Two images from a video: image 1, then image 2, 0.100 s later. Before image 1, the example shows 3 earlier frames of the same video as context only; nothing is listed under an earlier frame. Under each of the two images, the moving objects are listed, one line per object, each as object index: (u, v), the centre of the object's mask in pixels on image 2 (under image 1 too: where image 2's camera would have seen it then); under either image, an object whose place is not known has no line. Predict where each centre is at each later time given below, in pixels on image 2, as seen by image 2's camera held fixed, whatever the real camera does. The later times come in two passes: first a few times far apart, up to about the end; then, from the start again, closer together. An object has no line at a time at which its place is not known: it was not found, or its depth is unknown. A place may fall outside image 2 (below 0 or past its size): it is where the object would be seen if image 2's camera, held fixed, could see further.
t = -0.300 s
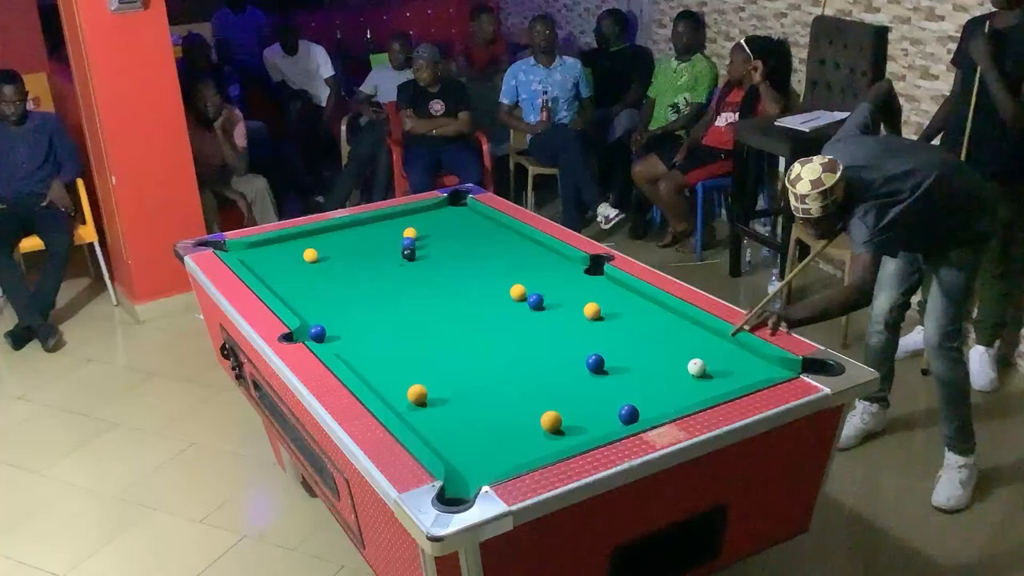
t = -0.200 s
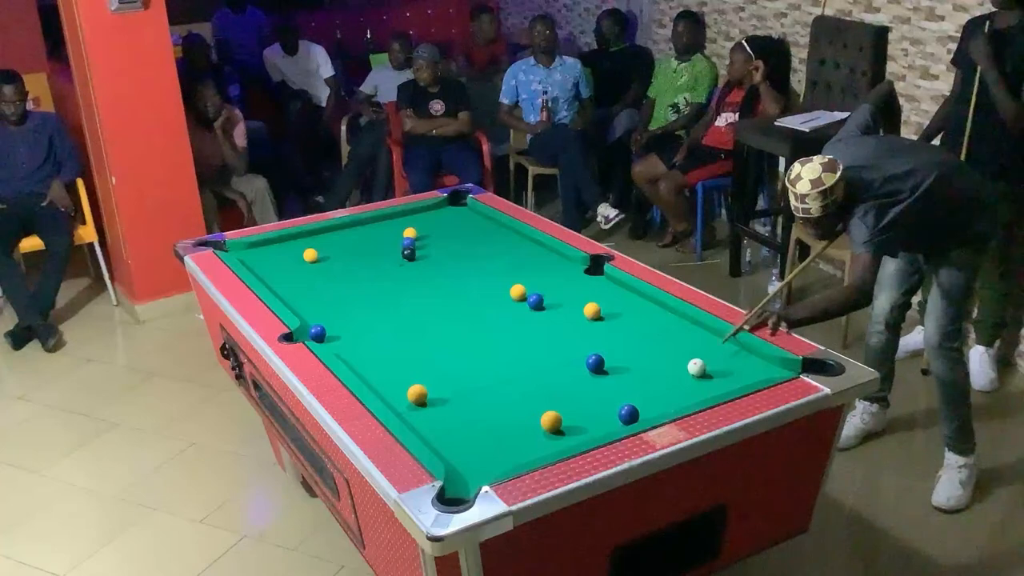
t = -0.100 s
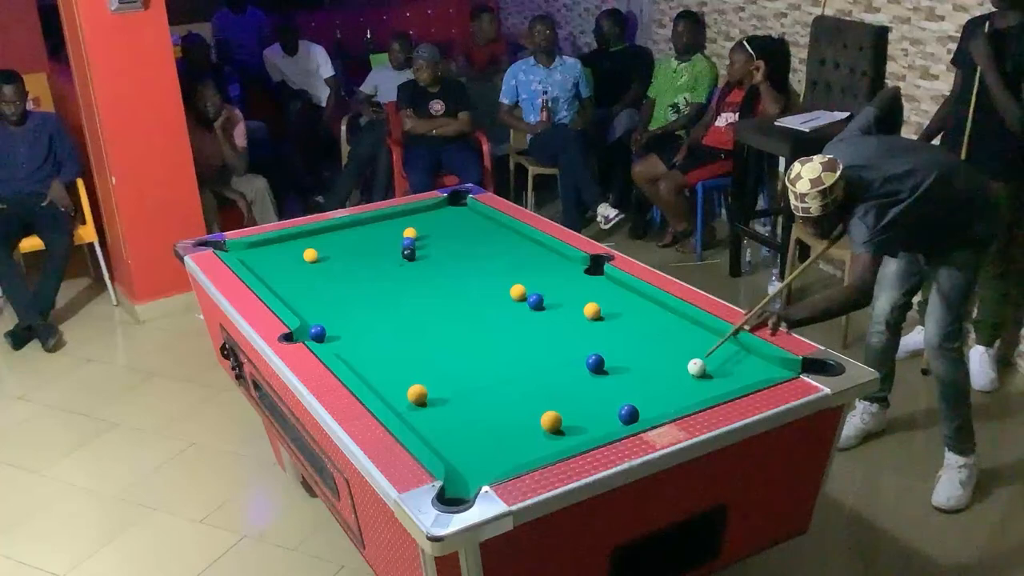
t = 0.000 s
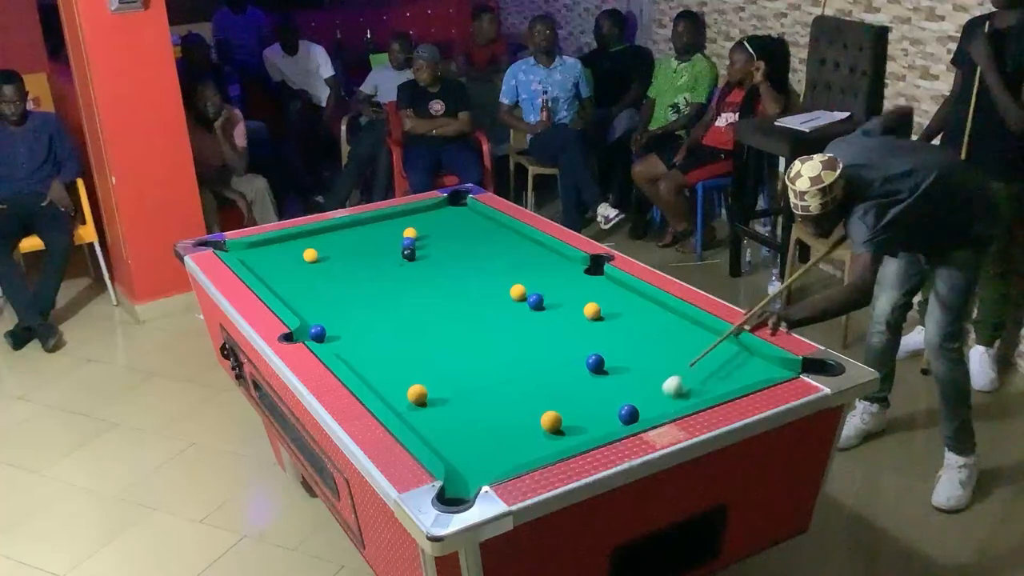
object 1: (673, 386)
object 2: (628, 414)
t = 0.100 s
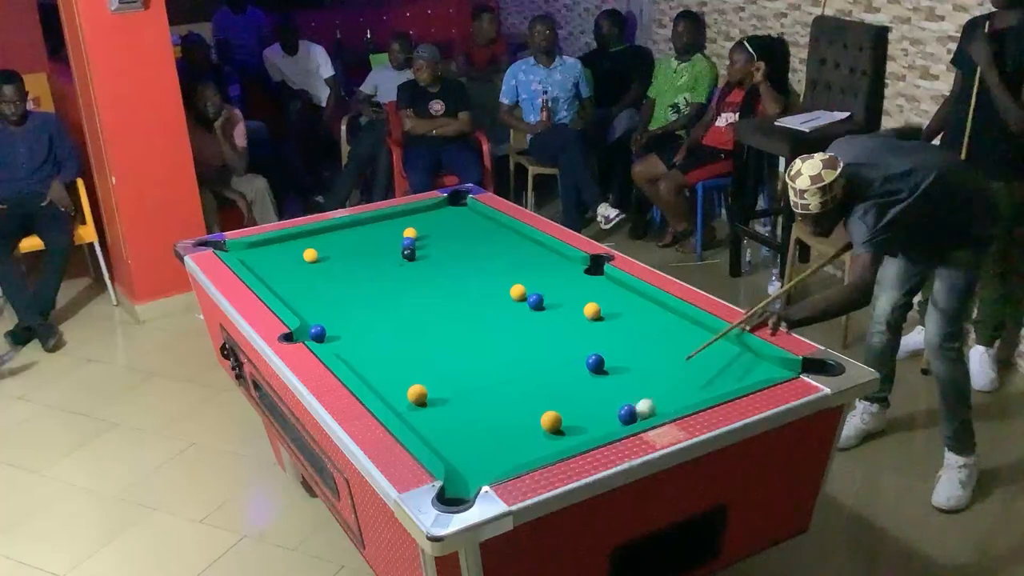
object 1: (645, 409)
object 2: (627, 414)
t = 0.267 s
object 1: (643, 409)
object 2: (573, 435)
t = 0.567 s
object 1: (609, 404)
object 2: (489, 469)
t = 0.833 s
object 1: (581, 399)
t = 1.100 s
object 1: (556, 396)
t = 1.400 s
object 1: (530, 391)
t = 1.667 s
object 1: (509, 389)
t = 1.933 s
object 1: (491, 386)
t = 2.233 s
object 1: (473, 383)
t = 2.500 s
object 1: (460, 381)
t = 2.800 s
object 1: (449, 378)
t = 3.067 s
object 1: (441, 377)
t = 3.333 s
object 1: (436, 376)
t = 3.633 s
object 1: (432, 374)
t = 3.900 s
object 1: (431, 374)
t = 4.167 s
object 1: (431, 374)
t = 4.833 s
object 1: (431, 375)
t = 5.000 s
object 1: (431, 375)
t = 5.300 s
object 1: (431, 375)
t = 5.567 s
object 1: (431, 375)
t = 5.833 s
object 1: (431, 375)
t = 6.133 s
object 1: (431, 375)
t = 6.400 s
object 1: (431, 375)
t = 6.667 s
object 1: (431, 375)
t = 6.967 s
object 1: (431, 375)
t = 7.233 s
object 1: (431, 375)
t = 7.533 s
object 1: (431, 375)
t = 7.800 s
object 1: (431, 375)
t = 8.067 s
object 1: (431, 375)
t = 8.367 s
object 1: (431, 375)
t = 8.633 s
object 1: (431, 375)
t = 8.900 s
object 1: (431, 375)
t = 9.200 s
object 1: (431, 375)
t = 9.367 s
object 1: (431, 375)
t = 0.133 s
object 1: (648, 410)
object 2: (616, 420)
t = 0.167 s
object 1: (651, 412)
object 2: (604, 424)
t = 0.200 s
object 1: (649, 411)
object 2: (593, 428)
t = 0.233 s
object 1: (646, 410)
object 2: (583, 432)
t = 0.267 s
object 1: (643, 409)
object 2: (573, 435)
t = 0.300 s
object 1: (639, 410)
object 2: (565, 438)
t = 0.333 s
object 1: (636, 410)
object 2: (555, 442)
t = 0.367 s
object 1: (631, 408)
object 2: (546, 445)
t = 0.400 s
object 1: (627, 407)
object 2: (536, 449)
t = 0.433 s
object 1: (624, 407)
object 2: (526, 452)
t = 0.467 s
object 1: (620, 406)
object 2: (517, 456)
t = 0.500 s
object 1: (616, 406)
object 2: (507, 460)
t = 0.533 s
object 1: (612, 405)
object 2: (498, 464)
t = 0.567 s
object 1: (609, 404)
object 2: (489, 469)
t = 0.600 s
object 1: (605, 404)
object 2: (480, 473)
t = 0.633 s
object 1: (602, 403)
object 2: (470, 477)
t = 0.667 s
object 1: (598, 402)
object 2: (460, 478)
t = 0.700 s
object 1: (594, 402)
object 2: (458, 483)
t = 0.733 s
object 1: (591, 401)
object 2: (461, 486)
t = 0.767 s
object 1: (588, 401)
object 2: (463, 492)
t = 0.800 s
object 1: (585, 400)
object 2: (465, 499)
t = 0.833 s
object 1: (581, 399)
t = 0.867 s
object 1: (578, 399)
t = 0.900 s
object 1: (575, 399)
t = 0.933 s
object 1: (572, 398)
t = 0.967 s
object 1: (568, 397)
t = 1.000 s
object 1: (566, 397)
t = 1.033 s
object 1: (562, 396)
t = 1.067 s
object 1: (559, 396)
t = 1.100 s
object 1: (556, 396)
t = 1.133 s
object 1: (553, 395)
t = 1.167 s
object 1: (550, 395)
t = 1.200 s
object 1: (547, 394)
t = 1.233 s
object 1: (544, 394)
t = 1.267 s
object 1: (542, 393)
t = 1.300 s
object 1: (539, 393)
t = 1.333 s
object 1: (536, 392)
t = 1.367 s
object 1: (533, 392)
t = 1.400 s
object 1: (530, 391)
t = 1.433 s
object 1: (528, 391)
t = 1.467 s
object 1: (525, 391)
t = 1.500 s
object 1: (522, 390)
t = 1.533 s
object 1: (519, 390)
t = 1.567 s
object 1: (517, 390)
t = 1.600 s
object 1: (514, 389)
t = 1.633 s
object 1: (512, 389)
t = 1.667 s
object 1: (509, 389)
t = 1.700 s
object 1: (507, 388)
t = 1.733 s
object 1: (504, 387)
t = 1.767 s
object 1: (502, 387)
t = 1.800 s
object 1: (500, 387)
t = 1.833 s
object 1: (497, 387)
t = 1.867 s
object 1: (495, 386)
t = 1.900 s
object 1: (493, 386)
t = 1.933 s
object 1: (491, 386)
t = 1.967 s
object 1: (489, 385)
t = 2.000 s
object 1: (487, 385)
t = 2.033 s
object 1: (485, 385)
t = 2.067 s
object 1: (483, 385)
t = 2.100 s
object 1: (481, 384)
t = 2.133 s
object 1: (479, 384)
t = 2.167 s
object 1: (477, 384)
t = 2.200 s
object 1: (475, 383)
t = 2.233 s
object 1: (473, 383)
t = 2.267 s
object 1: (471, 382)
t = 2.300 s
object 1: (470, 382)
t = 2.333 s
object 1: (468, 382)
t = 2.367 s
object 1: (466, 382)
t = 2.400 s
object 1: (465, 381)
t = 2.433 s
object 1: (463, 381)
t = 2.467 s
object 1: (462, 381)
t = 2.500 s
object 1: (460, 381)
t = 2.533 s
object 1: (459, 380)
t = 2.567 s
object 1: (458, 380)
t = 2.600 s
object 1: (456, 380)
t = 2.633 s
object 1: (455, 380)
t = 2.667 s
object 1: (453, 379)
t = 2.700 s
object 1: (452, 379)
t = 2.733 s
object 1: (451, 379)
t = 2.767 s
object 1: (450, 378)
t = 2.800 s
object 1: (449, 378)
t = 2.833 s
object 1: (447, 378)
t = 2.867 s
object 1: (447, 378)
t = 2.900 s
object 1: (446, 378)
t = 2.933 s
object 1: (445, 378)
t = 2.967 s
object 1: (444, 377)
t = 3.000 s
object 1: (443, 378)
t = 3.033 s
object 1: (442, 377)
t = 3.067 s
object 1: (441, 377)
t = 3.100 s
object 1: (440, 377)
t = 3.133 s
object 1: (439, 377)
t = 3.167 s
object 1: (439, 377)
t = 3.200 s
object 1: (438, 377)
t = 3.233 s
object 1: (437, 376)
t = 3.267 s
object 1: (437, 376)
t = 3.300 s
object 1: (436, 376)
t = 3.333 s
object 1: (436, 376)
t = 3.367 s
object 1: (435, 376)
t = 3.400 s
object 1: (434, 375)
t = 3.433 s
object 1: (434, 375)
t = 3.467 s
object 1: (434, 375)
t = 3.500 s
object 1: (433, 375)
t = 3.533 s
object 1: (433, 375)
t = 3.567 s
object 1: (433, 375)
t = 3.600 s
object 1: (432, 375)
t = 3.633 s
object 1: (432, 374)
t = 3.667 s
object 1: (432, 375)
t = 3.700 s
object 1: (432, 375)
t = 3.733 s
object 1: (432, 374)
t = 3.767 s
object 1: (432, 375)
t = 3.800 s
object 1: (431, 374)
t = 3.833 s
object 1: (431, 374)
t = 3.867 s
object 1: (431, 374)
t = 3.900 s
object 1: (431, 374)
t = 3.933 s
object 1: (431, 374)
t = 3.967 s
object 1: (431, 374)
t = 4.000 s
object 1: (431, 375)
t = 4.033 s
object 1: (431, 374)
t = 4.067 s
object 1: (431, 375)
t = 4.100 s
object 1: (431, 374)
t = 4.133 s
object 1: (431, 375)
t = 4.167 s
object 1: (431, 374)
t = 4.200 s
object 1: (431, 375)
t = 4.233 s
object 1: (431, 375)
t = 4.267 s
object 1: (425, 374)
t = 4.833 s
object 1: (431, 375)
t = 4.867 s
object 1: (431, 375)
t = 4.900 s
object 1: (431, 375)
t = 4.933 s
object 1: (431, 375)
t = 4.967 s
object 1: (431, 375)
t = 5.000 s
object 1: (431, 375)
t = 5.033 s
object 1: (431, 375)
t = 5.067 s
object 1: (431, 375)
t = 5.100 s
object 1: (431, 375)
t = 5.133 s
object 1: (431, 375)
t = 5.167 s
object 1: (431, 375)
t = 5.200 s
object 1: (431, 375)
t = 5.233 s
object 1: (431, 375)
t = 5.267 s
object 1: (431, 375)
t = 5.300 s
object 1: (431, 375)
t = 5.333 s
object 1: (431, 375)
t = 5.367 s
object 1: (431, 375)
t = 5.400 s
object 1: (431, 375)
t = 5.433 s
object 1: (431, 375)
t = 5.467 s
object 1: (431, 375)
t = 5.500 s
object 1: (431, 375)
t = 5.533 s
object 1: (431, 375)
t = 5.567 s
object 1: (431, 375)
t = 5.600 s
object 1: (431, 375)
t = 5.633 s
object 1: (431, 375)
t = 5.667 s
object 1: (431, 375)
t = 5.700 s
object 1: (431, 375)
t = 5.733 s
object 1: (431, 375)
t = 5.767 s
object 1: (431, 375)
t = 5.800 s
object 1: (431, 375)
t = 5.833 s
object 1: (431, 375)
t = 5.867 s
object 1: (431, 375)
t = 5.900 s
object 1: (431, 375)
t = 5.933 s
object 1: (431, 375)
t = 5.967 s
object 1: (431, 375)
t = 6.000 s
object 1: (431, 375)
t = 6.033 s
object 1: (431, 375)
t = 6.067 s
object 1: (431, 375)
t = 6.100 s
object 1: (431, 375)
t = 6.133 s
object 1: (431, 375)
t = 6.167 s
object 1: (431, 375)
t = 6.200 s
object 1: (431, 375)
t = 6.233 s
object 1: (431, 375)
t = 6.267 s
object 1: (431, 375)
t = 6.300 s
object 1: (431, 375)
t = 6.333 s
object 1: (431, 375)
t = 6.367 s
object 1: (431, 375)
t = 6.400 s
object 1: (431, 375)
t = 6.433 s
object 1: (431, 375)
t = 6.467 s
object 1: (431, 375)
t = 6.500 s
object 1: (431, 375)
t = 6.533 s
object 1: (431, 375)
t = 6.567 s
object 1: (431, 375)
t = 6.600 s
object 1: (431, 375)
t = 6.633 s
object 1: (431, 375)
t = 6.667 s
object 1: (431, 375)
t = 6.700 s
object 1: (431, 375)
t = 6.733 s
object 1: (431, 375)
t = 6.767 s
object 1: (431, 375)
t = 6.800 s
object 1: (431, 375)
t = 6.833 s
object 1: (431, 375)
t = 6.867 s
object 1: (431, 375)
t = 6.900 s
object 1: (431, 375)
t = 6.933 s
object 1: (431, 375)
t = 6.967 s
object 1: (431, 375)
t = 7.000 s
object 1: (431, 375)
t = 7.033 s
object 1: (431, 375)
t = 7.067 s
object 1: (431, 375)
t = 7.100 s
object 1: (431, 375)
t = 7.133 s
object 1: (431, 375)
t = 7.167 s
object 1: (431, 375)
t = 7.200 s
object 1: (431, 375)
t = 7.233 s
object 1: (431, 375)
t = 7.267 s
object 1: (431, 375)
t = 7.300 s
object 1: (431, 375)
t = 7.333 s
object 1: (431, 375)
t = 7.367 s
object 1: (431, 375)
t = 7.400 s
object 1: (431, 375)
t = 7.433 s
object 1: (431, 375)
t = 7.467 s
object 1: (431, 375)
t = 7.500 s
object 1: (431, 375)
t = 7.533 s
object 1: (431, 375)
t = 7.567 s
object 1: (431, 375)
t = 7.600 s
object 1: (431, 375)
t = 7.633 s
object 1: (431, 375)
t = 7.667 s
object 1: (431, 375)
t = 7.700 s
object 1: (431, 375)
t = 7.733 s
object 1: (431, 375)
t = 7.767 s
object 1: (431, 375)
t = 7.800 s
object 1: (431, 375)
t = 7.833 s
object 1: (431, 375)
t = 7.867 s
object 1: (431, 375)
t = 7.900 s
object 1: (431, 375)
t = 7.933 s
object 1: (431, 375)
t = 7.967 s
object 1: (431, 375)
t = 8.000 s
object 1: (431, 375)
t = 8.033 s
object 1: (431, 375)
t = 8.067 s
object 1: (431, 375)
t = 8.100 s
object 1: (431, 375)
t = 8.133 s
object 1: (431, 375)
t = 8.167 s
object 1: (431, 375)
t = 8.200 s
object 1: (431, 375)
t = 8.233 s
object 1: (431, 375)
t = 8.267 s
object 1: (431, 375)
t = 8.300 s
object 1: (431, 375)
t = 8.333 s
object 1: (431, 375)
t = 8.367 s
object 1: (431, 375)
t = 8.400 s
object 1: (431, 375)
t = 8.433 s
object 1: (431, 375)
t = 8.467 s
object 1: (431, 375)
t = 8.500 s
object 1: (431, 375)
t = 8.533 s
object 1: (431, 375)
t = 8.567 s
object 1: (431, 375)
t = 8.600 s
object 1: (431, 375)
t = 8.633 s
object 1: (431, 375)
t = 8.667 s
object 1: (431, 375)
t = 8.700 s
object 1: (431, 375)
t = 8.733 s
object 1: (431, 375)
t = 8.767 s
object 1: (431, 375)
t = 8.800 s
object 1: (431, 375)
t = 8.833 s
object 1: (431, 375)
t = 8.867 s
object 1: (431, 375)
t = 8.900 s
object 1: (431, 375)
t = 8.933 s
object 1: (431, 375)
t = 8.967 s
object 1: (431, 375)
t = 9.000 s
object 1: (431, 375)
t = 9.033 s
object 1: (431, 375)
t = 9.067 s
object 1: (431, 375)
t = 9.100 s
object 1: (431, 375)
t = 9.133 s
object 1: (431, 375)
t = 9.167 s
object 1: (431, 375)
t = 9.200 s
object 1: (431, 375)
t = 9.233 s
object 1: (431, 375)
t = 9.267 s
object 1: (431, 375)
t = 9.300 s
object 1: (431, 375)
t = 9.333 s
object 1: (431, 375)
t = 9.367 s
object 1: (431, 375)
